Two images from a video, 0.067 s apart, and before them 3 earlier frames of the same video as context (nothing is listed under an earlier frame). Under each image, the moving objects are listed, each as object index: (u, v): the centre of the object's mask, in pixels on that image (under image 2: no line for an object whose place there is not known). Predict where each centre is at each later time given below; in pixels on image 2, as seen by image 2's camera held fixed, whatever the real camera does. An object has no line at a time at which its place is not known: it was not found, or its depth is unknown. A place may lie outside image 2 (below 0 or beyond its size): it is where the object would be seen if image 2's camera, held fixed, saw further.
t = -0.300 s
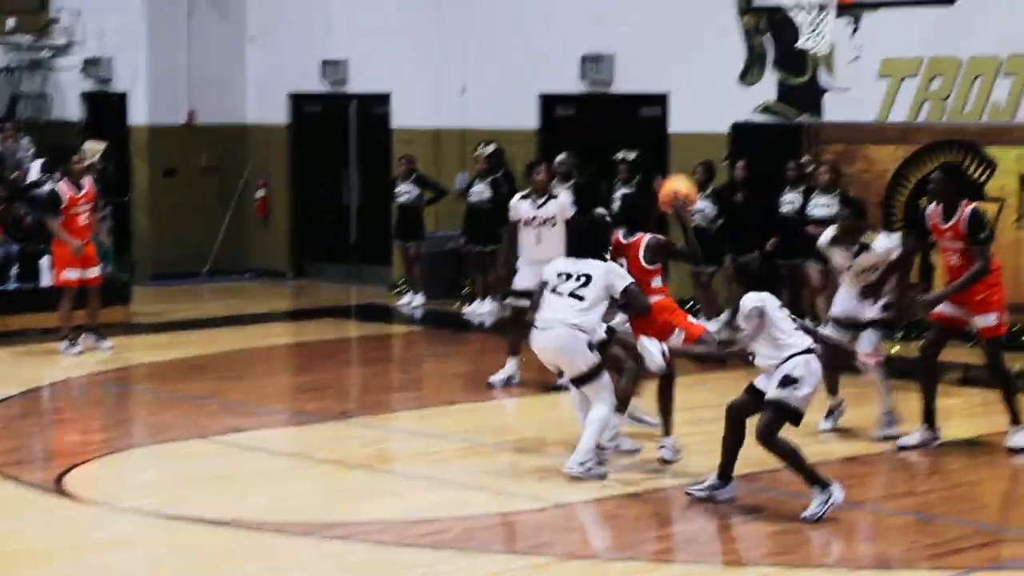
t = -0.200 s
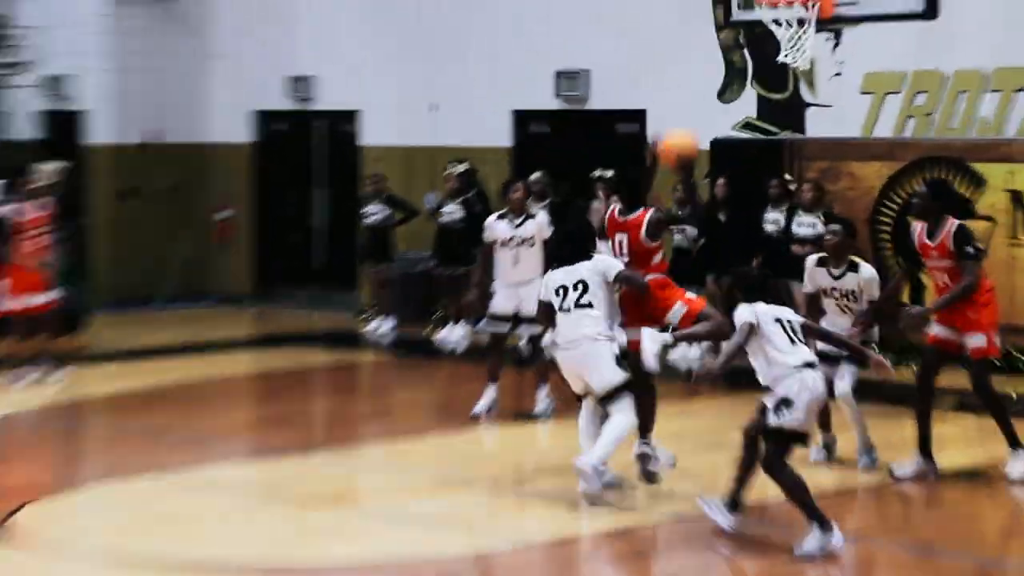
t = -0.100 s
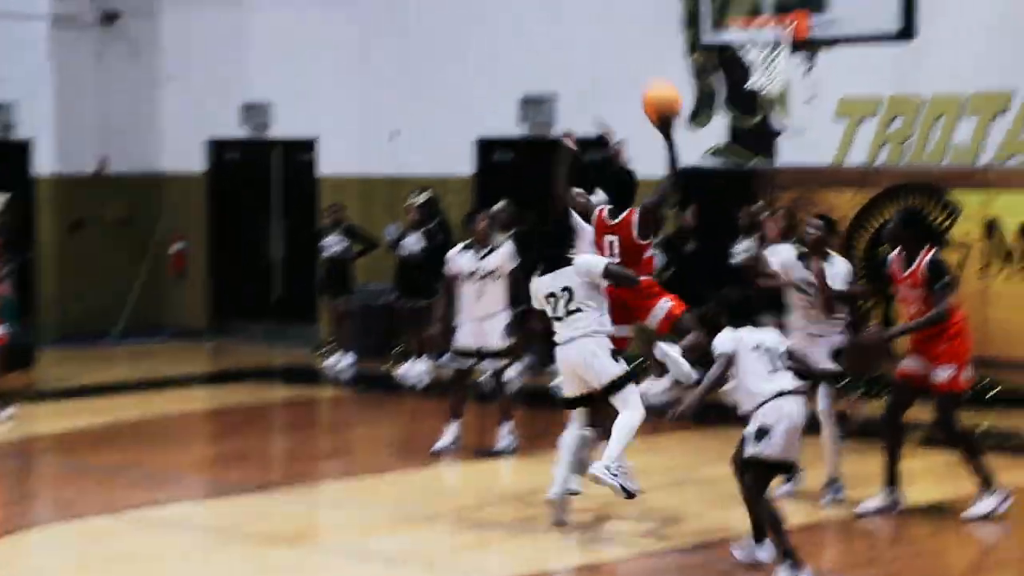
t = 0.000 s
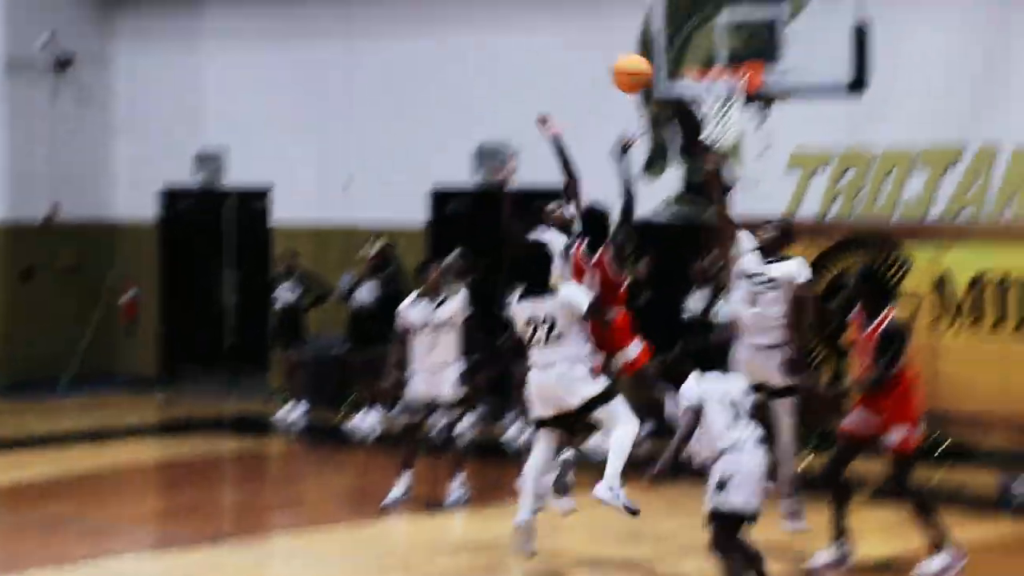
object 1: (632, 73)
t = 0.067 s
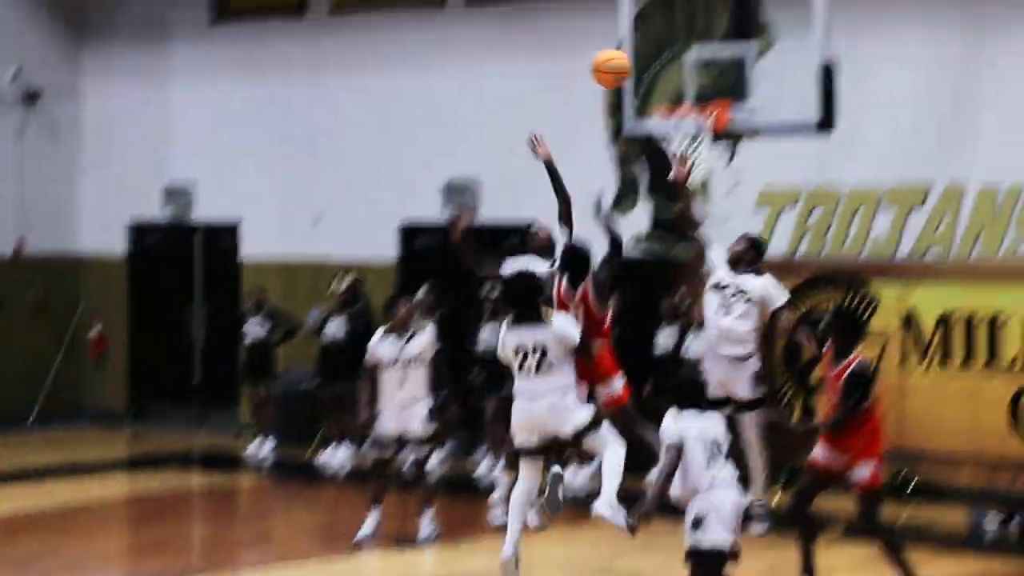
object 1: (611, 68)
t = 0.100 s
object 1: (616, 50)
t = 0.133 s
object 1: (621, 33)
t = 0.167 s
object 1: (623, 20)
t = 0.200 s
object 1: (627, 9)
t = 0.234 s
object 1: (632, 0)
